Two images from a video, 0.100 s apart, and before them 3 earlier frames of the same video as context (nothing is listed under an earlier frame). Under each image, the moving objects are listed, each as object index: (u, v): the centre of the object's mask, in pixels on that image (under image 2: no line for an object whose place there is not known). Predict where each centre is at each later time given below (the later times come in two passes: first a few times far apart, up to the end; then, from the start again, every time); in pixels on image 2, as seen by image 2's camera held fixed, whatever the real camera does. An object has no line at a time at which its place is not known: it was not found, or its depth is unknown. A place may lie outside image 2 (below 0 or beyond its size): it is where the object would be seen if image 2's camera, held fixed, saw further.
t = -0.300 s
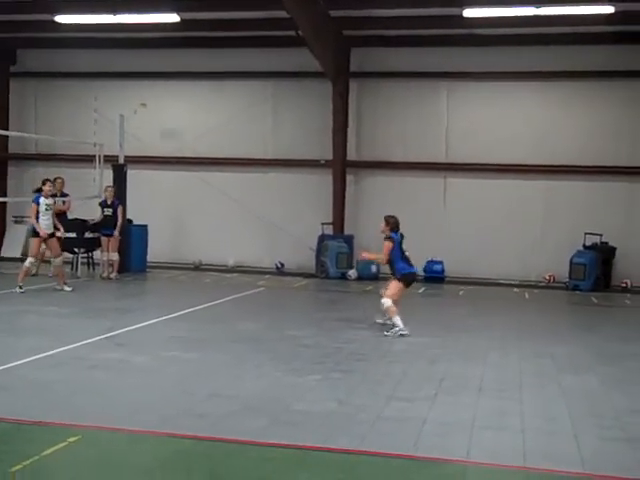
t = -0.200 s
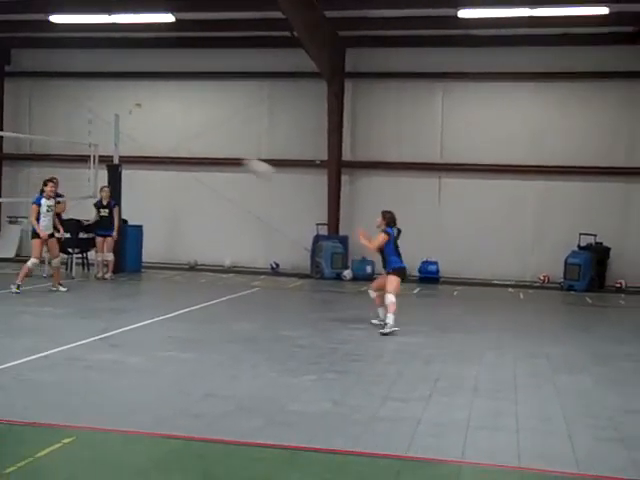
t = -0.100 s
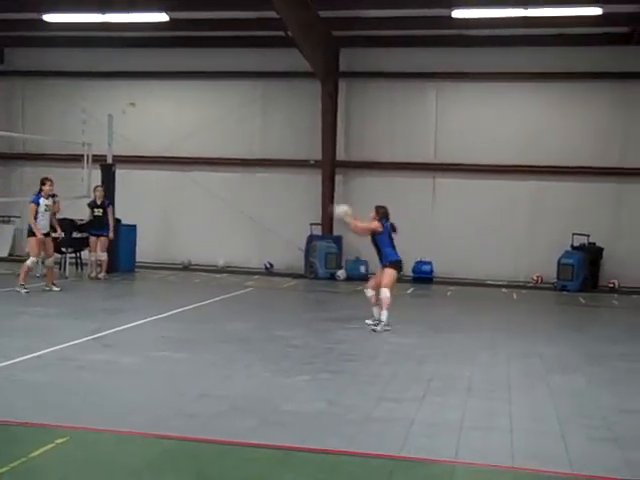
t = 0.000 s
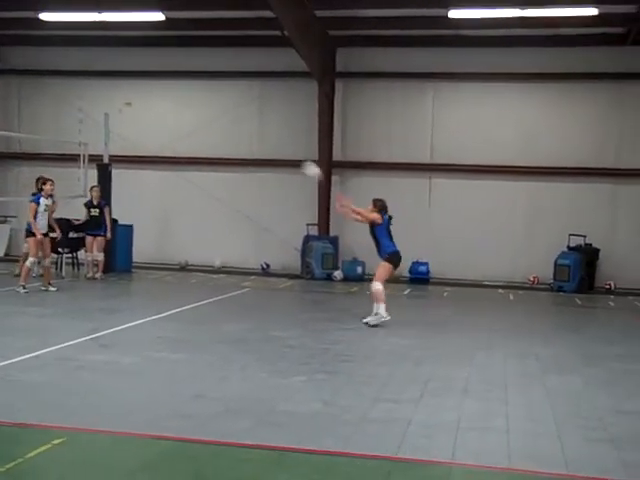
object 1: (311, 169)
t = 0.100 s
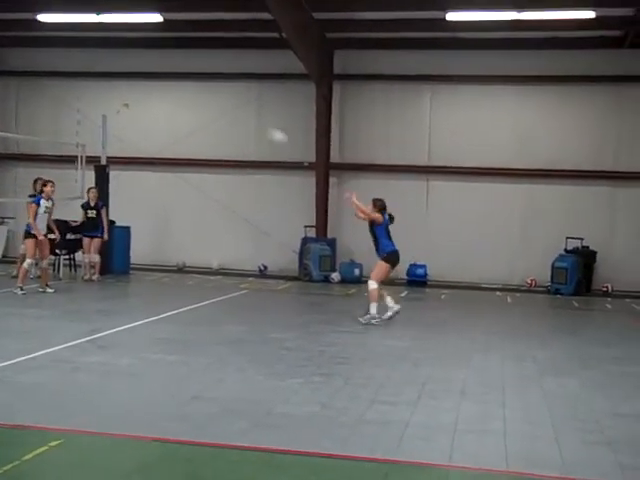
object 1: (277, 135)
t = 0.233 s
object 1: (236, 102)
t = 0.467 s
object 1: (168, 79)
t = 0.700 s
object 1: (105, 93)
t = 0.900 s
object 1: (55, 133)
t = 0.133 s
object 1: (266, 126)
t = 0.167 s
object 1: (256, 117)
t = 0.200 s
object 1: (246, 109)
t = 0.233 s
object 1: (236, 102)
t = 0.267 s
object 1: (226, 97)
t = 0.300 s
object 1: (215, 92)
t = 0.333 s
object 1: (205, 86)
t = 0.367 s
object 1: (195, 83)
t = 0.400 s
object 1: (186, 81)
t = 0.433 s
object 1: (177, 79)
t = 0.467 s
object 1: (168, 79)
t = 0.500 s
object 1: (158, 78)
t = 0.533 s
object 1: (149, 78)
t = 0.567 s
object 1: (140, 79)
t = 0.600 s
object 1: (131, 81)
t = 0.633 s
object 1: (123, 86)
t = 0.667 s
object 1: (114, 90)
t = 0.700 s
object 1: (105, 93)
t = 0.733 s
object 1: (96, 98)
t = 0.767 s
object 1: (88, 104)
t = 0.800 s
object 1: (79, 110)
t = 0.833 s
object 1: (71, 118)
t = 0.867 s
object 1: (61, 125)
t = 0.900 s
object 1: (55, 133)
